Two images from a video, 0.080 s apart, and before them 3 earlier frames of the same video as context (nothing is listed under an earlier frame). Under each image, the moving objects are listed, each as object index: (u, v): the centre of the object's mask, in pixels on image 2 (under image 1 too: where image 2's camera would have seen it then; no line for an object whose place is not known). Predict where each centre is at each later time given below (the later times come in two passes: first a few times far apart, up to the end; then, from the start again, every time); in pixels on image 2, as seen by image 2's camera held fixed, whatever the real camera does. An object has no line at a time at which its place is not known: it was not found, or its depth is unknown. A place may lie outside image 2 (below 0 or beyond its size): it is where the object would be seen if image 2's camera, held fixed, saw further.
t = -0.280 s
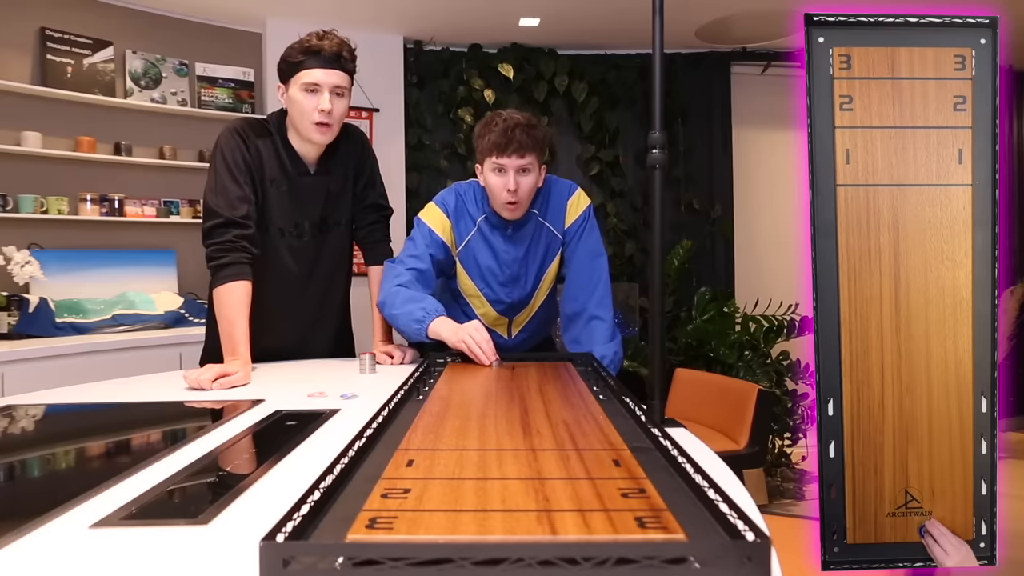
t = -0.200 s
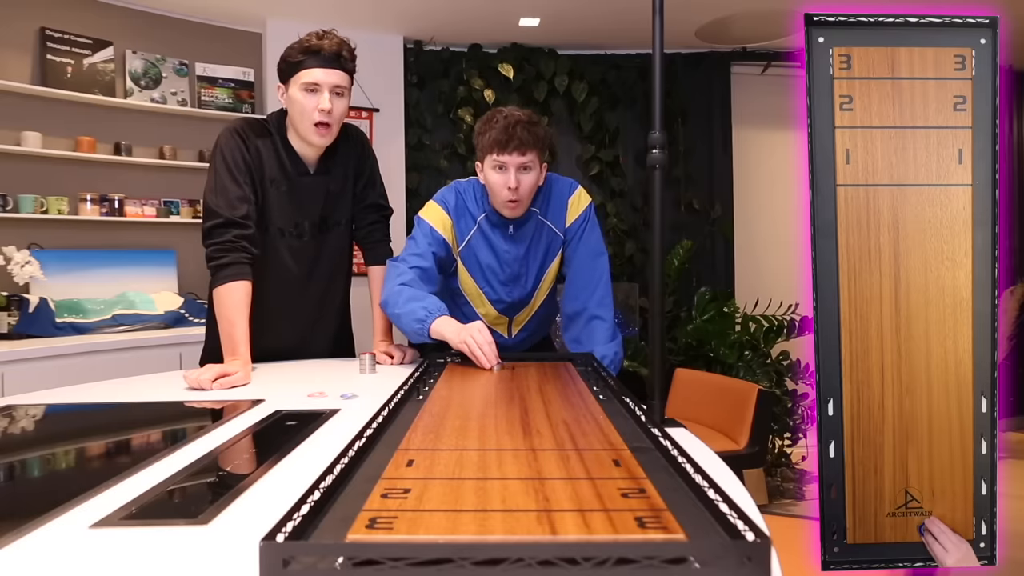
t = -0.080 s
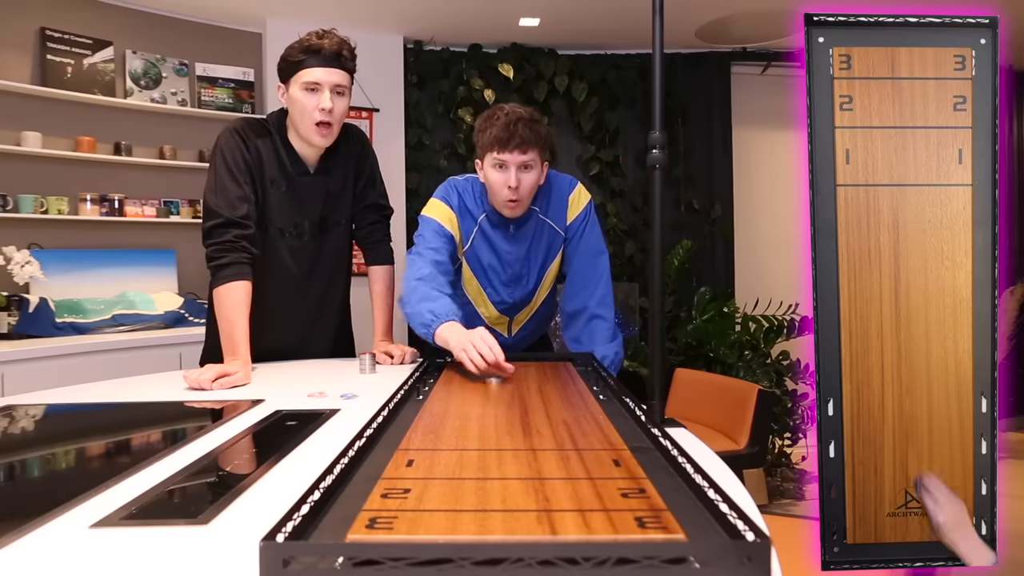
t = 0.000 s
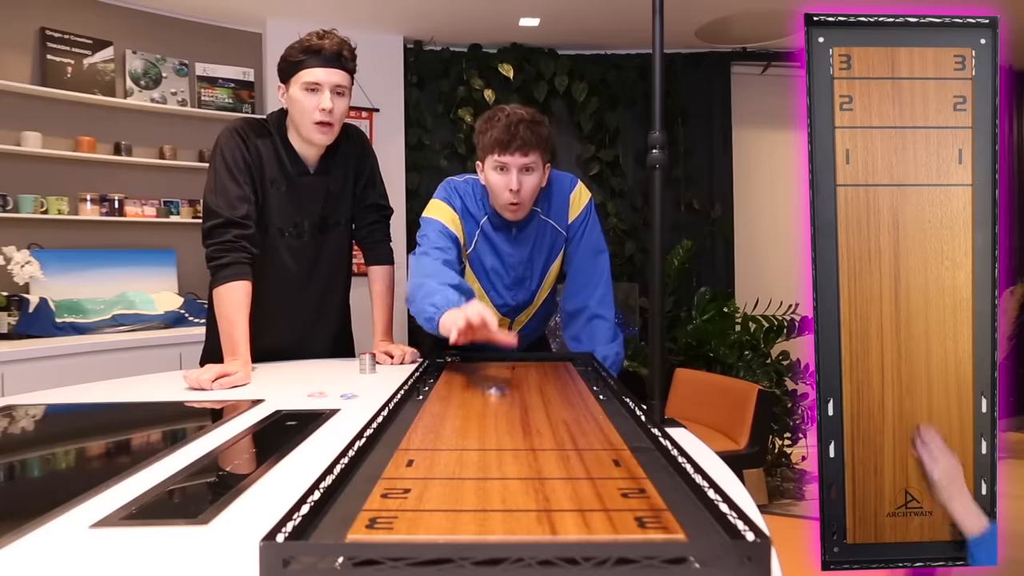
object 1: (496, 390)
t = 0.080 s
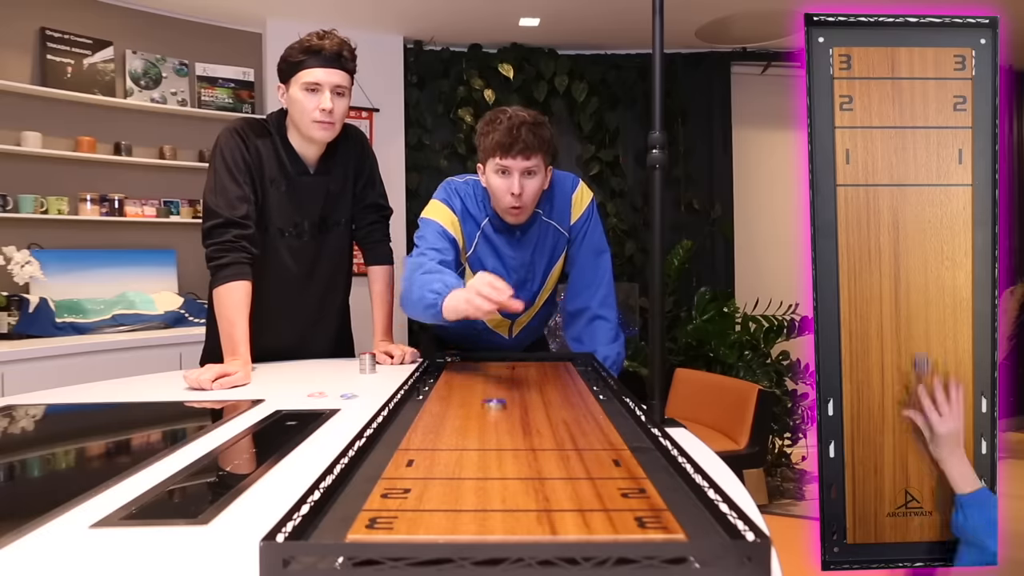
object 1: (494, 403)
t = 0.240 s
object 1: (497, 434)
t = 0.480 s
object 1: (511, 483)
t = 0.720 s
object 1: (532, 519)
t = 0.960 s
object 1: (538, 527)
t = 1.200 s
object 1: (538, 527)
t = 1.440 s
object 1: (538, 527)
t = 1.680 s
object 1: (538, 527)
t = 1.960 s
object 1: (538, 527)
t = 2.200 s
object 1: (538, 527)
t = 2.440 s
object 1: (538, 527)
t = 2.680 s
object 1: (538, 527)
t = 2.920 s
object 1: (538, 527)
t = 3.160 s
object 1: (538, 527)
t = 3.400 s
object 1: (538, 527)
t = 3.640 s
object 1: (538, 527)
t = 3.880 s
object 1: (538, 527)
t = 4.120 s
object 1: (538, 527)
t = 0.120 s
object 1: (494, 410)
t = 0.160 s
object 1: (495, 418)
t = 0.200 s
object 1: (496, 426)
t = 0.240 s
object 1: (497, 434)
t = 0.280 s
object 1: (499, 442)
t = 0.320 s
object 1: (501, 450)
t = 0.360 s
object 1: (503, 458)
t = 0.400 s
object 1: (505, 467)
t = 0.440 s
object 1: (508, 475)
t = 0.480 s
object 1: (511, 483)
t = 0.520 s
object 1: (514, 490)
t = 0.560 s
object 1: (517, 497)
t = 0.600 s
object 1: (521, 504)
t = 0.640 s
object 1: (525, 510)
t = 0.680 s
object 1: (528, 515)
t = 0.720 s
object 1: (532, 519)
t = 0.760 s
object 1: (534, 524)
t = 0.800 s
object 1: (536, 526)
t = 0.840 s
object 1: (537, 527)
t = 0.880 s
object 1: (538, 527)
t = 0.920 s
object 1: (538, 527)
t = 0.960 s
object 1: (538, 527)
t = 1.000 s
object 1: (538, 527)
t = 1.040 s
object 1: (538, 527)
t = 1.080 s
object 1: (538, 527)
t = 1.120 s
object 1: (538, 527)
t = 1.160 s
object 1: (538, 527)
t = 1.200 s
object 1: (538, 527)
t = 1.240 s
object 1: (538, 527)
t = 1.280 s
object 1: (538, 527)
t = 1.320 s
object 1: (538, 527)
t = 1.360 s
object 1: (538, 527)
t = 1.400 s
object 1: (538, 527)
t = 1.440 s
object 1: (538, 527)
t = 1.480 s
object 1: (538, 527)
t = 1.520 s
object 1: (538, 527)
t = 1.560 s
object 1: (538, 527)
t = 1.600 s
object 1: (538, 527)
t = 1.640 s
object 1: (538, 527)
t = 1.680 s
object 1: (538, 527)
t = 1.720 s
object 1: (538, 527)
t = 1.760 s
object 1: (538, 527)
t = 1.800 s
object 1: (538, 527)
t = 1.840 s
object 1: (538, 527)
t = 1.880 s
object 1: (538, 527)
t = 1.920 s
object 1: (538, 527)
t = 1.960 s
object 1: (538, 527)
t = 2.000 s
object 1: (538, 527)
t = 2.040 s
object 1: (538, 527)
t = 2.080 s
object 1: (538, 527)
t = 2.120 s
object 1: (538, 527)
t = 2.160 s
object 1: (538, 527)
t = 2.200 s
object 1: (538, 527)
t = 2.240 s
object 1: (538, 527)
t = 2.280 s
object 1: (538, 527)
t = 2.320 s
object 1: (538, 527)
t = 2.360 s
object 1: (538, 527)
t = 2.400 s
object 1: (538, 527)
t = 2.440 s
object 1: (538, 527)
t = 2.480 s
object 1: (538, 527)
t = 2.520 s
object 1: (538, 527)
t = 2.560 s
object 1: (538, 527)
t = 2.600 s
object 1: (538, 527)
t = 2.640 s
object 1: (538, 527)
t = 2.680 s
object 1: (538, 527)
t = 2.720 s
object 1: (538, 527)
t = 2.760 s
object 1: (538, 527)
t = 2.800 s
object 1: (538, 527)
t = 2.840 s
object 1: (538, 527)
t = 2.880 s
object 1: (538, 527)
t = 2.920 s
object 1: (538, 527)
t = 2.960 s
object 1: (538, 527)
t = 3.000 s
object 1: (538, 527)
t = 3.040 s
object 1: (538, 527)
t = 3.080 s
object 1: (538, 527)
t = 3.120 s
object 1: (538, 527)
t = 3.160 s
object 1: (538, 527)
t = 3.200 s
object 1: (538, 527)
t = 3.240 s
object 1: (538, 527)
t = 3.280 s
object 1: (538, 527)
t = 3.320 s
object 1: (538, 527)
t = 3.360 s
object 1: (538, 527)
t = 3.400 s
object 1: (538, 527)
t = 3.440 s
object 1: (538, 527)
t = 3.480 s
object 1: (538, 527)
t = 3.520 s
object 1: (538, 527)
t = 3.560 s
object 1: (538, 527)
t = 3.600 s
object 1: (538, 527)
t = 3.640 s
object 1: (538, 527)
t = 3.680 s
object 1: (538, 527)
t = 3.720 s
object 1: (538, 527)
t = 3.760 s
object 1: (538, 527)
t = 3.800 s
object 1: (538, 527)
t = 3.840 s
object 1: (538, 527)
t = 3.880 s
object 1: (538, 527)
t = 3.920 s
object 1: (538, 527)
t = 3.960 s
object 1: (538, 527)
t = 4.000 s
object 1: (538, 527)
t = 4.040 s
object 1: (538, 527)
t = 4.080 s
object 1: (538, 527)
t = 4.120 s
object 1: (538, 527)
